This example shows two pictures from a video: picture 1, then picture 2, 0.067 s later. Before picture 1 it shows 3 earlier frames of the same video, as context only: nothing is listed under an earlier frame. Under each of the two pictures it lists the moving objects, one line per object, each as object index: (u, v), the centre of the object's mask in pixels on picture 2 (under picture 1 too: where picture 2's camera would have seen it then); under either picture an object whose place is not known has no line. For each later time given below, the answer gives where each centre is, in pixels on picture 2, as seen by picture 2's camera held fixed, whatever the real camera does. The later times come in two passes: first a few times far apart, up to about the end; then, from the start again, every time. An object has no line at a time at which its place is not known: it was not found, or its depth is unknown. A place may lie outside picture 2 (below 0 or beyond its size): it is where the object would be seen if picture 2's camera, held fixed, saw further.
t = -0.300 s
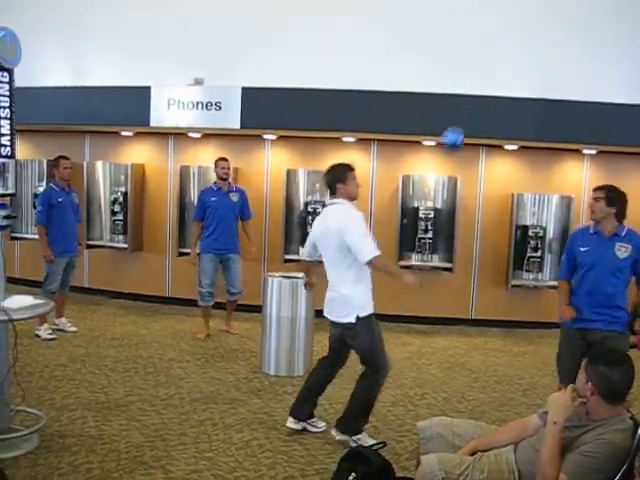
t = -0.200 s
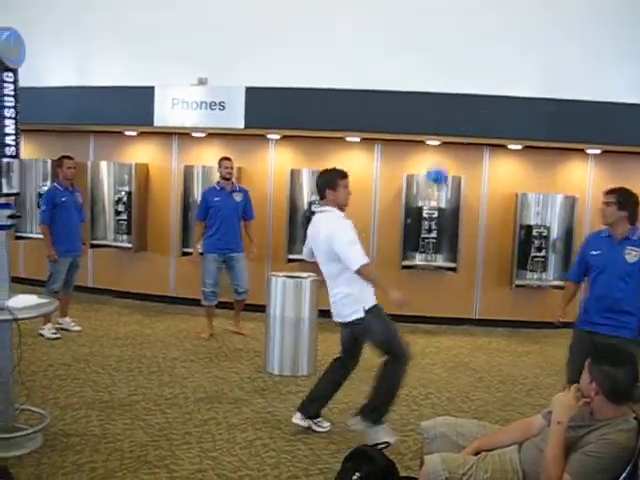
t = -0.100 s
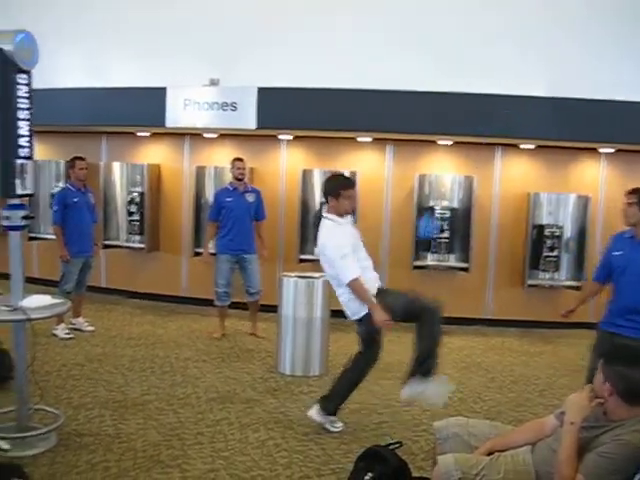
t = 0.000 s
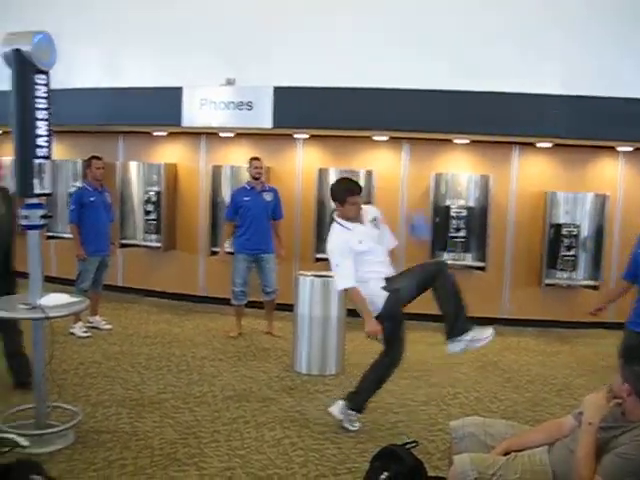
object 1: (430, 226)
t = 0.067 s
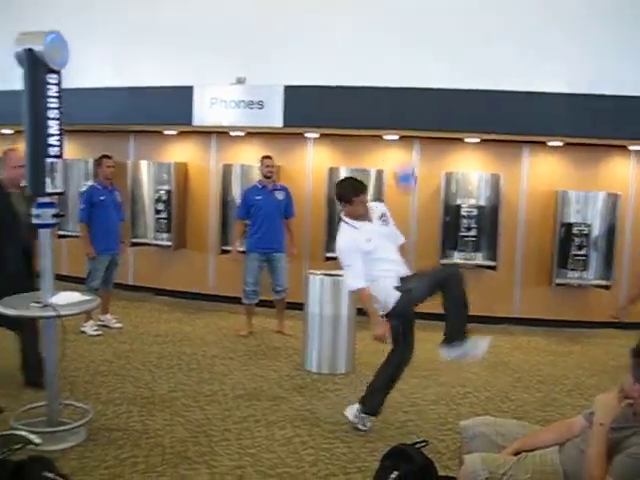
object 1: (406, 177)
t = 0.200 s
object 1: (360, 101)
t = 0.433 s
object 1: (287, 51)
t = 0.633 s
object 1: (230, 72)
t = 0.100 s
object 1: (393, 153)
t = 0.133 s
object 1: (381, 132)
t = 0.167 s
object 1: (371, 115)
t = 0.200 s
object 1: (360, 101)
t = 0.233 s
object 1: (350, 89)
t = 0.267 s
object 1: (338, 77)
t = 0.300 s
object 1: (328, 69)
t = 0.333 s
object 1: (317, 62)
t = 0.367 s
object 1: (307, 57)
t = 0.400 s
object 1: (296, 53)
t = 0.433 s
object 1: (287, 51)
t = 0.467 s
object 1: (277, 51)
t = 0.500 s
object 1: (267, 52)
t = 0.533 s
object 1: (257, 55)
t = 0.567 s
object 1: (248, 59)
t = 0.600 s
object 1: (239, 64)
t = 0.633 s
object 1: (230, 72)
